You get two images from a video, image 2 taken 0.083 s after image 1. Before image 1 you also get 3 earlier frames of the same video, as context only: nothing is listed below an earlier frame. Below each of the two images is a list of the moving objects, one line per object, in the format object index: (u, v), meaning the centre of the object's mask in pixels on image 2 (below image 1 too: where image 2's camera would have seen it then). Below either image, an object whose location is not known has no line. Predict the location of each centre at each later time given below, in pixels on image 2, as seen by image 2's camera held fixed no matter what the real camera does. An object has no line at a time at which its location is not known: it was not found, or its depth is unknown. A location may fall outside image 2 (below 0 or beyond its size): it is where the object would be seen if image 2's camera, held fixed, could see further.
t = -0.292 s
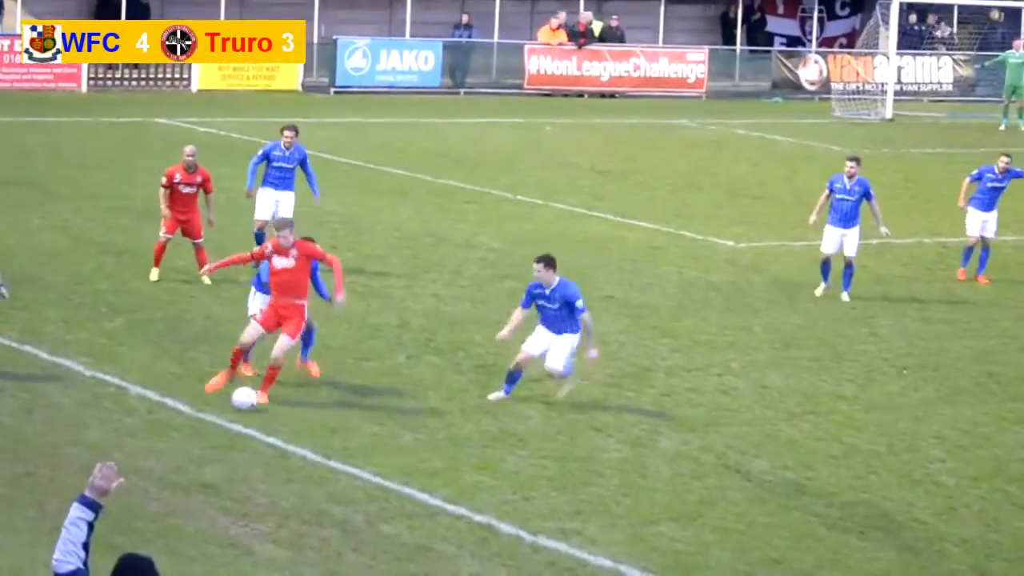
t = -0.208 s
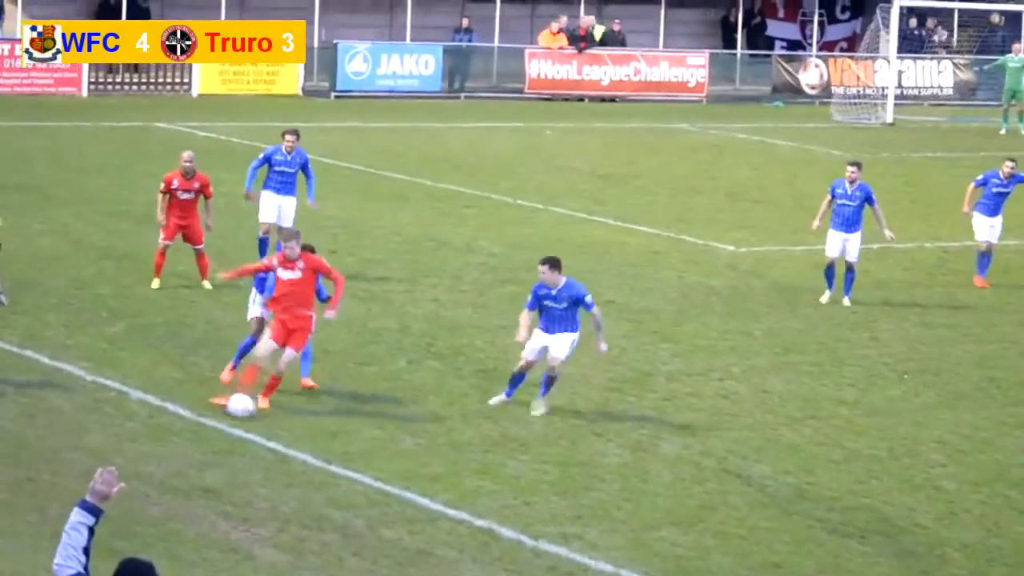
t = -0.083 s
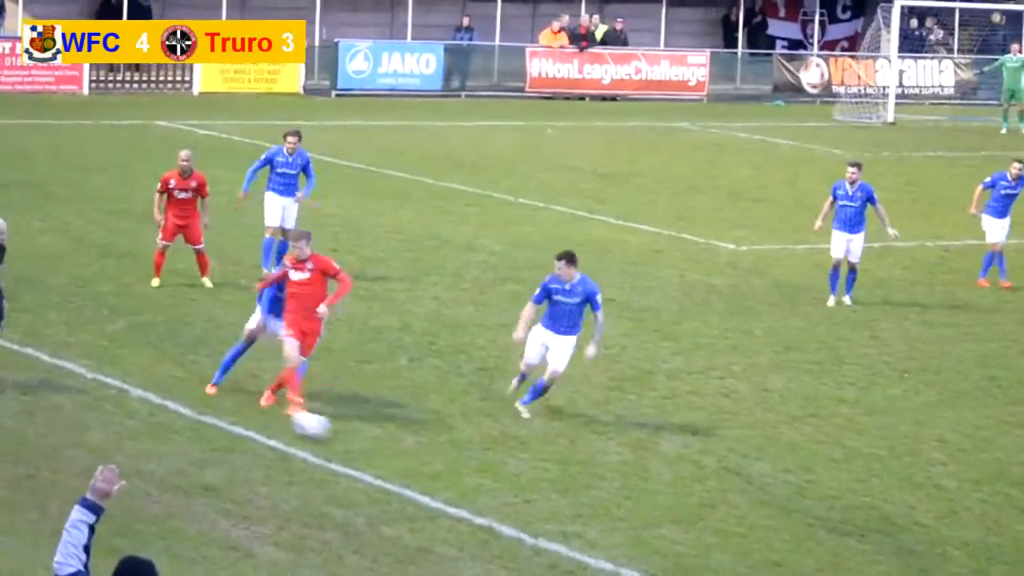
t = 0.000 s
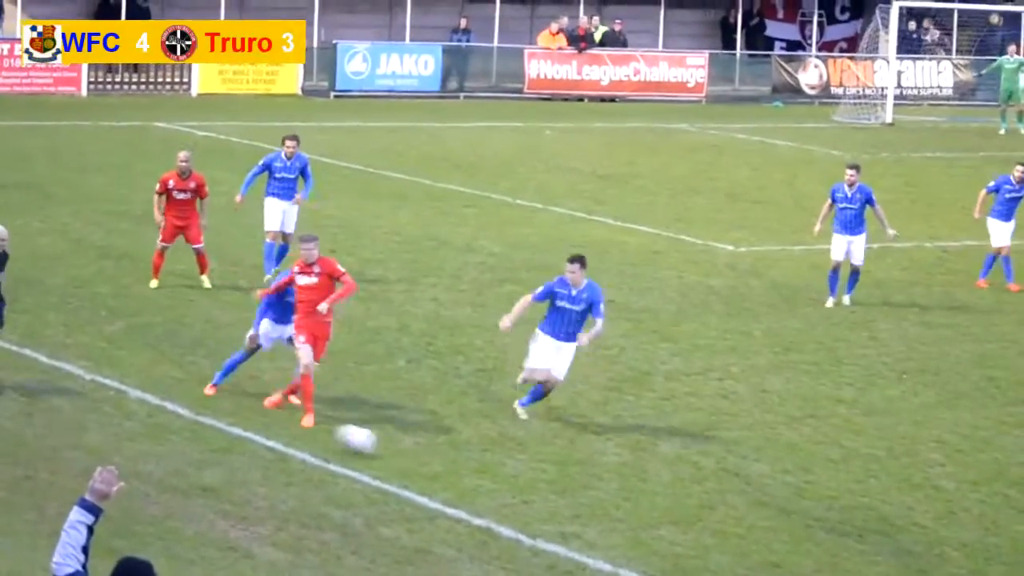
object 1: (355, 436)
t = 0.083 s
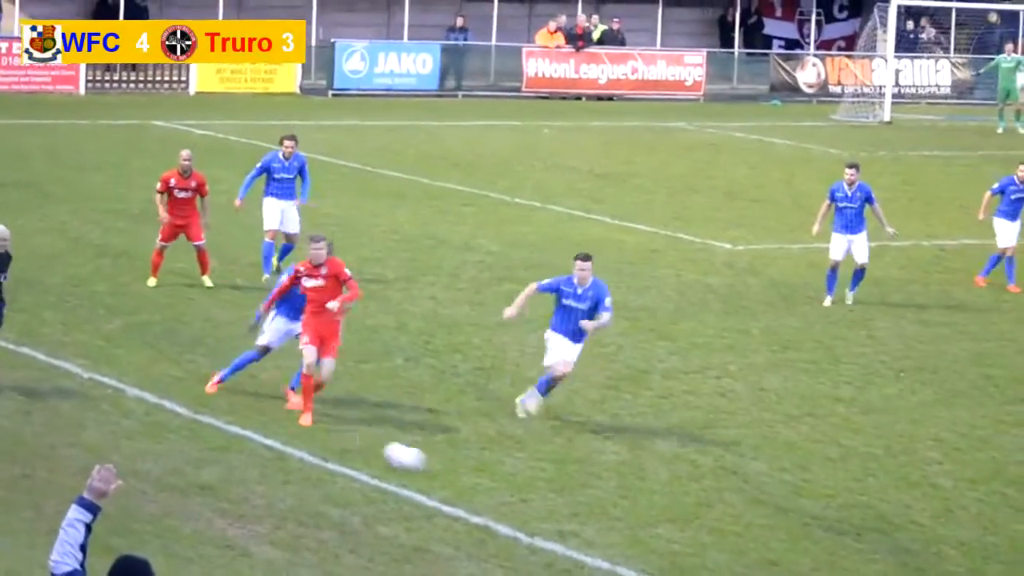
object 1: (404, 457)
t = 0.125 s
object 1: (428, 463)
